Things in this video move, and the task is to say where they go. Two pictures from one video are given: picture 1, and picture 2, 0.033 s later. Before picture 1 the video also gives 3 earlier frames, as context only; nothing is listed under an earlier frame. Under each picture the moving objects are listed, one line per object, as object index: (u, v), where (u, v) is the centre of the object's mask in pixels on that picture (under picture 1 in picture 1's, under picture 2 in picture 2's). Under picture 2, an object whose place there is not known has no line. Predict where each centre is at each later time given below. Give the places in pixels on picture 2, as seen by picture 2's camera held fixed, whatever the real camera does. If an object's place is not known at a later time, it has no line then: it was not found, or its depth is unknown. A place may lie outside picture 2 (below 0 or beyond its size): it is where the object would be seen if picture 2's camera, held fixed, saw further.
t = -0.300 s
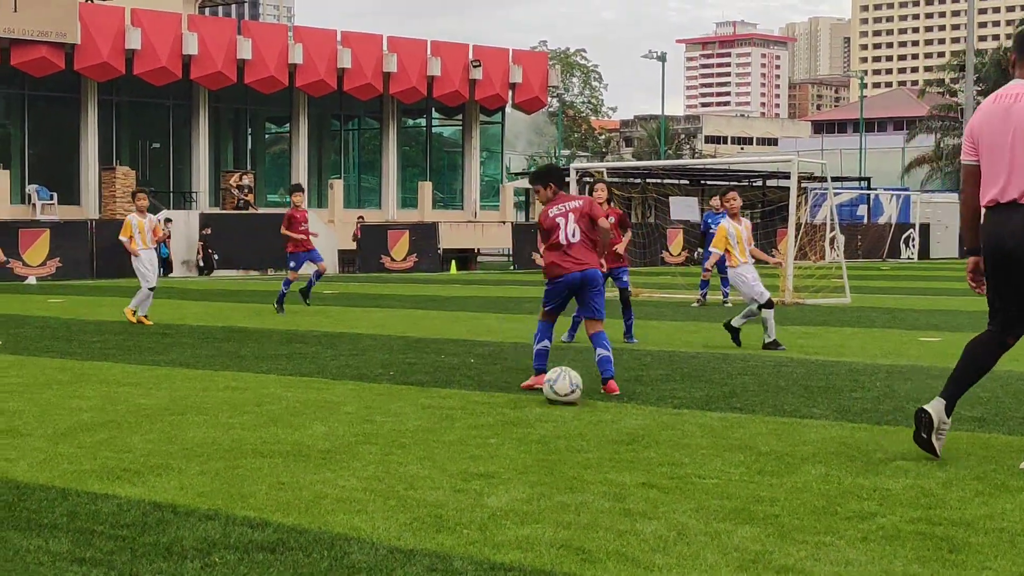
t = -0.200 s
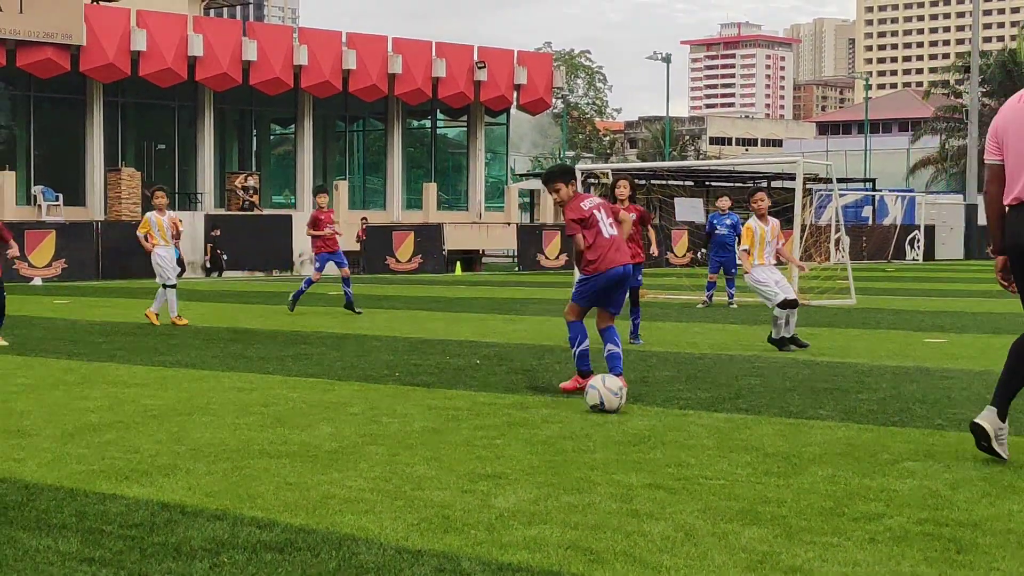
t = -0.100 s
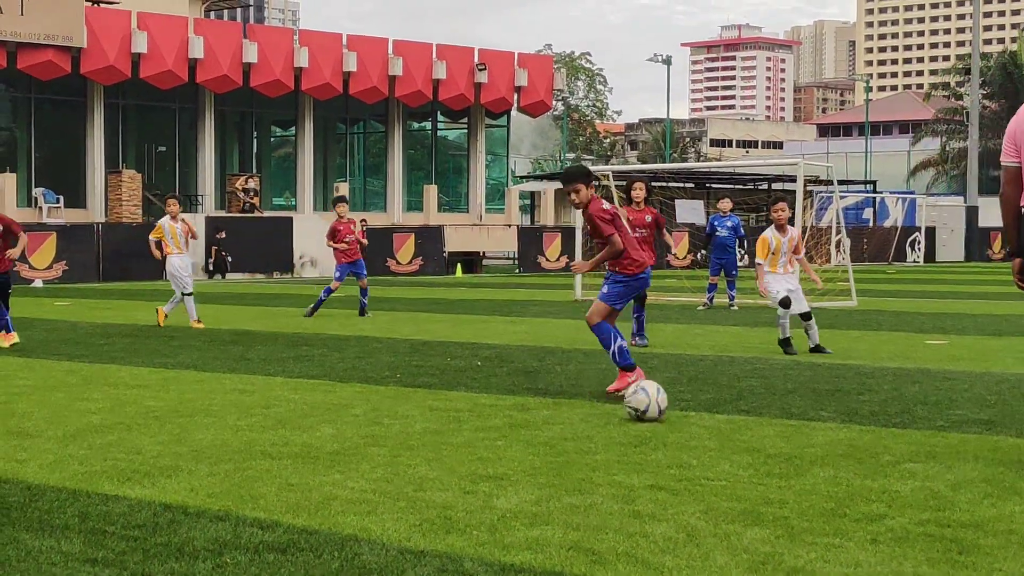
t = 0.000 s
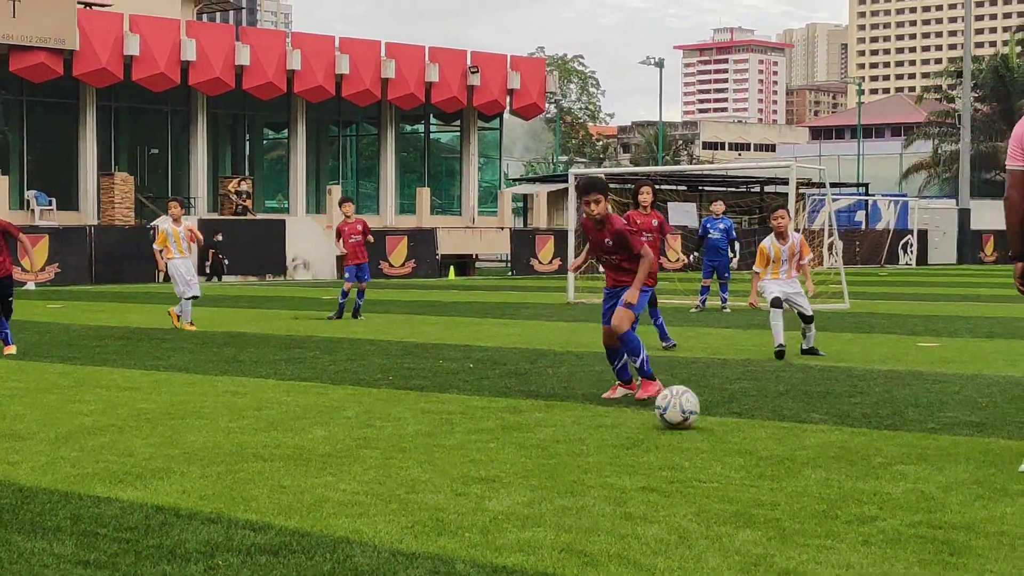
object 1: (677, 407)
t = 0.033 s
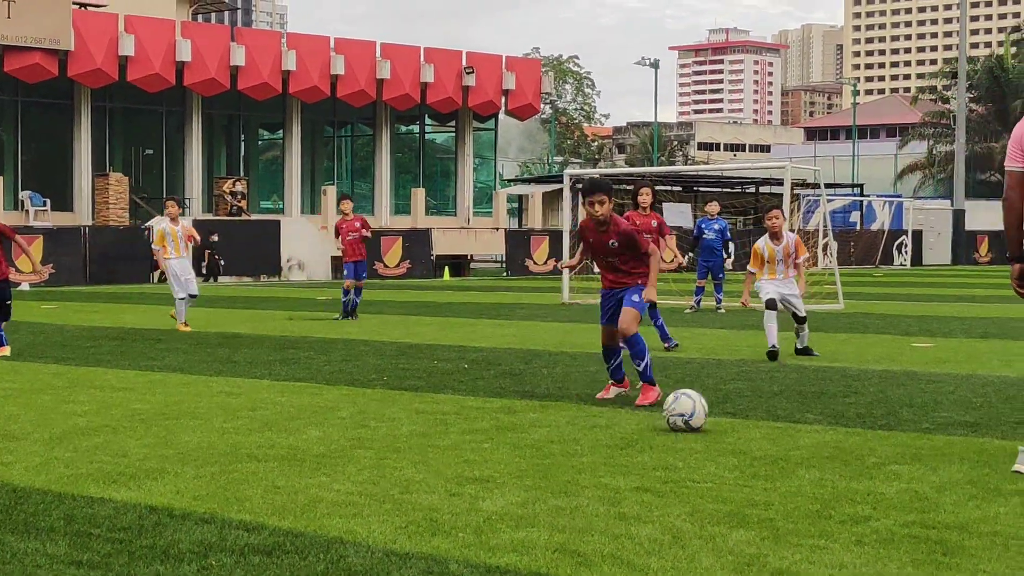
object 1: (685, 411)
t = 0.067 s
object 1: (698, 413)
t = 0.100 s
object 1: (712, 414)
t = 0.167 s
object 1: (741, 418)
